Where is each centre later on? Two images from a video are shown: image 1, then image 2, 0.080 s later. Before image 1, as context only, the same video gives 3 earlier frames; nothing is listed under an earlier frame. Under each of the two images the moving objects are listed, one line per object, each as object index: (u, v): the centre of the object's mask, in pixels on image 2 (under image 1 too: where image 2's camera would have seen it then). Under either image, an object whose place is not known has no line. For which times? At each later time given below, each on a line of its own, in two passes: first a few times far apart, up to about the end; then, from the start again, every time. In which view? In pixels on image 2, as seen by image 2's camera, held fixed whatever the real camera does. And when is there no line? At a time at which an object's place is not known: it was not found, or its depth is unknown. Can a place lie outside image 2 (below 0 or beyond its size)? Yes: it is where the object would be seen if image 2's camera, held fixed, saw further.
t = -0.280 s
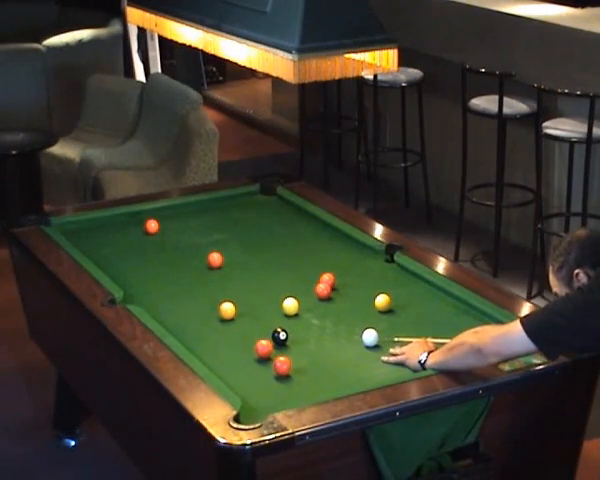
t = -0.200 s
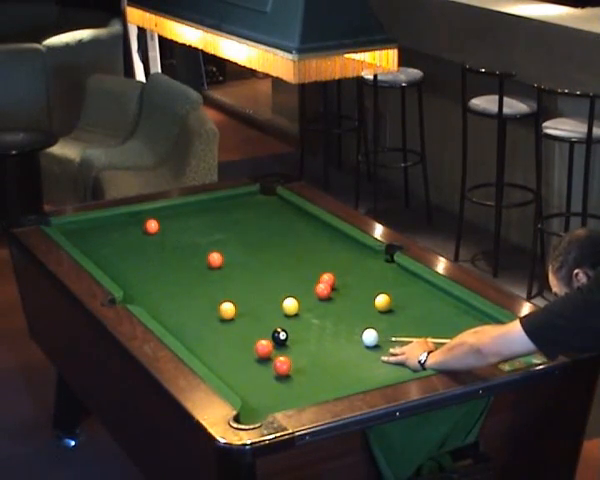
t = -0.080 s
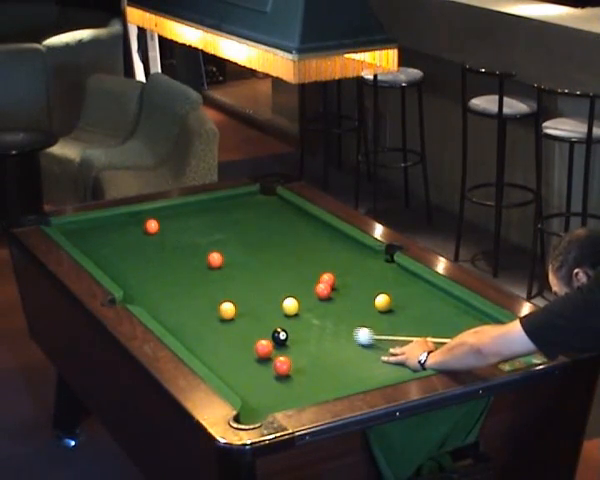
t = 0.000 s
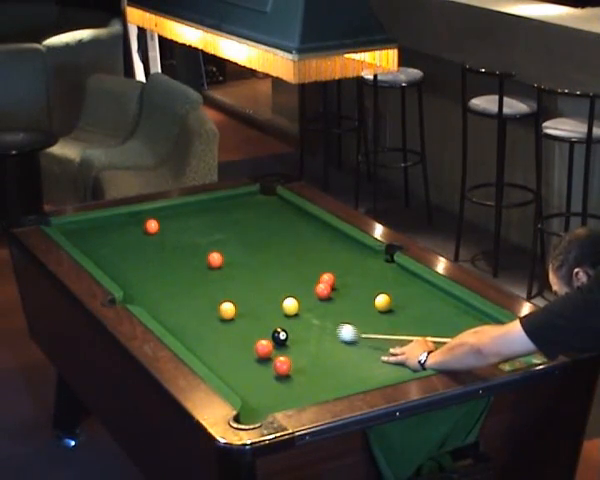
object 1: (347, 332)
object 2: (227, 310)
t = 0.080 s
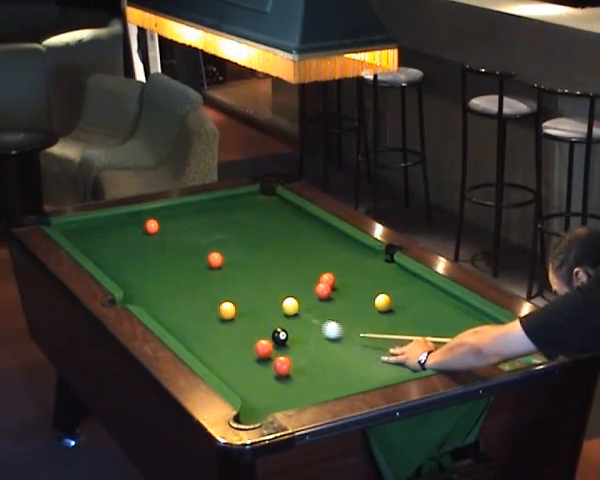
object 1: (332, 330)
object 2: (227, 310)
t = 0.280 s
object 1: (295, 322)
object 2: (227, 310)
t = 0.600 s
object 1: (243, 312)
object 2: (226, 310)
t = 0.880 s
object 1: (240, 306)
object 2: (200, 308)
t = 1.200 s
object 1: (236, 302)
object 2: (174, 307)
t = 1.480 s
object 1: (235, 299)
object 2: (155, 305)
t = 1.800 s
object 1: (233, 297)
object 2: (137, 302)
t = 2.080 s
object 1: (232, 297)
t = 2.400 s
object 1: (232, 297)
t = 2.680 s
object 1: (232, 297)
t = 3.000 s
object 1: (232, 297)
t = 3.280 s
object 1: (232, 297)
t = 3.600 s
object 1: (232, 297)
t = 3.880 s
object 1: (232, 297)
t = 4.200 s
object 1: (232, 297)
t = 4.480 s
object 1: (232, 297)
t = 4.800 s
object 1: (232, 297)
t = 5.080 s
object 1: (232, 297)
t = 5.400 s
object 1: (232, 297)
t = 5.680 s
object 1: (232, 297)
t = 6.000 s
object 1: (232, 297)
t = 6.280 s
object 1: (232, 297)
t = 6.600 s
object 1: (232, 297)
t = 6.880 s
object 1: (232, 297)
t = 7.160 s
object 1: (232, 297)
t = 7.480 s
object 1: (232, 297)
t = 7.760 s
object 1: (232, 297)
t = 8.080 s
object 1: (232, 297)
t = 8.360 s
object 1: (232, 297)
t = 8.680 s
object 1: (232, 297)
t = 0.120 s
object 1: (324, 328)
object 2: (227, 310)
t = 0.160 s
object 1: (317, 327)
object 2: (227, 310)
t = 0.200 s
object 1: (310, 325)
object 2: (227, 310)
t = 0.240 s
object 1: (302, 324)
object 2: (227, 310)
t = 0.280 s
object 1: (295, 322)
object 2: (227, 310)
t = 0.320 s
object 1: (288, 321)
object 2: (227, 310)
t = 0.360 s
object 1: (281, 319)
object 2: (227, 310)
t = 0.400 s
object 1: (274, 318)
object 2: (226, 310)
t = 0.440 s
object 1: (267, 317)
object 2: (227, 310)
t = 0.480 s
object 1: (261, 315)
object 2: (227, 310)
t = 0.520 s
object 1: (254, 314)
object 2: (227, 310)
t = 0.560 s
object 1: (248, 313)
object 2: (227, 310)
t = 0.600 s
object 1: (243, 312)
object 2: (226, 310)
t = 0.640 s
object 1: (242, 311)
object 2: (222, 310)
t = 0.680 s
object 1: (242, 310)
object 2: (218, 310)
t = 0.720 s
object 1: (241, 309)
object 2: (214, 309)
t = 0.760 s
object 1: (241, 308)
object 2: (210, 309)
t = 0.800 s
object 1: (241, 308)
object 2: (207, 309)
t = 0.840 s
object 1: (240, 307)
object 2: (203, 309)
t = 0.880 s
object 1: (240, 306)
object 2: (200, 308)
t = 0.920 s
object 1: (239, 306)
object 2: (197, 308)
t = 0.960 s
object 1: (239, 305)
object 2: (193, 308)
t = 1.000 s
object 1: (238, 305)
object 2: (190, 308)
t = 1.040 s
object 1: (238, 304)
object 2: (186, 307)
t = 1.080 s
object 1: (237, 303)
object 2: (183, 307)
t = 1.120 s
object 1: (237, 303)
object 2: (180, 307)
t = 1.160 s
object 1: (237, 302)
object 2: (177, 307)
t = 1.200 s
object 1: (236, 302)
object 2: (174, 307)
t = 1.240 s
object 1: (236, 301)
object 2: (171, 307)
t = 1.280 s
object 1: (236, 301)
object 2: (168, 306)
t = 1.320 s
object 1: (235, 300)
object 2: (166, 306)
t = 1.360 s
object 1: (235, 300)
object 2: (163, 306)
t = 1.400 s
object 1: (235, 300)
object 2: (160, 306)
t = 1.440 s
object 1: (235, 299)
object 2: (158, 306)
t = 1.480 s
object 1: (235, 299)
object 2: (155, 305)
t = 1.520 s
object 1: (234, 299)
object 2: (153, 305)
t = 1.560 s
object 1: (234, 299)
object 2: (151, 305)
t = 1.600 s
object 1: (234, 298)
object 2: (148, 304)
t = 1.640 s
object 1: (234, 298)
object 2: (146, 304)
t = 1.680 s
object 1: (234, 298)
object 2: (144, 303)
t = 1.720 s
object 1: (233, 298)
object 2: (142, 303)
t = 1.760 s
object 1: (233, 298)
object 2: (139, 303)
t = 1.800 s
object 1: (233, 297)
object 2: (137, 302)
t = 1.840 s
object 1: (233, 297)
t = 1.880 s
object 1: (233, 297)
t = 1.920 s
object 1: (233, 297)
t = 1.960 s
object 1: (233, 297)
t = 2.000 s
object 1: (233, 297)
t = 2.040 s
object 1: (232, 297)
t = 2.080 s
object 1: (232, 297)
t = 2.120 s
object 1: (232, 297)
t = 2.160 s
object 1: (232, 297)
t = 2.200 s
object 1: (232, 297)
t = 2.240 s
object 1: (232, 297)
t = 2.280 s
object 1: (232, 297)
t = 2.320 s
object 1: (232, 297)
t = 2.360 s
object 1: (232, 297)
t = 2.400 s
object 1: (232, 297)
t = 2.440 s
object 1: (232, 297)
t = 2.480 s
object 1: (232, 297)
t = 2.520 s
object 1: (232, 297)
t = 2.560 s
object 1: (232, 297)
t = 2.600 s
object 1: (232, 297)
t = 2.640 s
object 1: (232, 297)
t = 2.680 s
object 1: (232, 297)
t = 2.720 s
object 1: (232, 297)
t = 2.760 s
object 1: (232, 297)
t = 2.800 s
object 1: (232, 297)
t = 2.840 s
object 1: (232, 297)
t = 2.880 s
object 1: (232, 297)
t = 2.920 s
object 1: (232, 297)
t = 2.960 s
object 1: (232, 297)
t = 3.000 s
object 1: (232, 297)
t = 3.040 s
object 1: (232, 297)
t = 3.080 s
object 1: (232, 297)
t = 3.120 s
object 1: (232, 297)
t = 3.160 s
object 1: (232, 297)
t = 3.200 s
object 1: (232, 297)
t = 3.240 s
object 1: (232, 297)
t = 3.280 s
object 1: (232, 297)
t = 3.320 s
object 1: (232, 297)
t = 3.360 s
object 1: (232, 297)
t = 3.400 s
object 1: (232, 297)
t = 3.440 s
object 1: (232, 297)
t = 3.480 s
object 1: (232, 297)
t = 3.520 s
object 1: (232, 297)
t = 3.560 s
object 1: (232, 297)
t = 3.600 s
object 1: (232, 297)
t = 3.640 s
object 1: (232, 297)
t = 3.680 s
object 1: (232, 297)
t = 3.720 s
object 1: (232, 297)
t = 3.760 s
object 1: (232, 297)
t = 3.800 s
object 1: (232, 297)
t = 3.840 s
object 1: (232, 297)
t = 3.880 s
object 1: (232, 297)
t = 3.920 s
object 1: (232, 297)
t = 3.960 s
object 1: (232, 297)
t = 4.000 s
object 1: (232, 297)
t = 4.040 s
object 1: (232, 297)
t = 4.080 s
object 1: (232, 297)
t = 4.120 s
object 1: (232, 297)
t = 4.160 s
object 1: (232, 297)
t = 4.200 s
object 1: (232, 297)
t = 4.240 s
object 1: (232, 297)
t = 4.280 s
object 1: (232, 297)
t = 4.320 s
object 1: (232, 297)
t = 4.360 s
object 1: (232, 297)
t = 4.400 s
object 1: (232, 297)
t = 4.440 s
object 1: (232, 297)
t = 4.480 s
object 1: (232, 297)
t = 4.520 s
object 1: (232, 297)
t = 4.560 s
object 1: (232, 297)
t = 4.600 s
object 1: (232, 297)
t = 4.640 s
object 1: (232, 297)
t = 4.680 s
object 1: (232, 297)
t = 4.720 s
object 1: (232, 297)
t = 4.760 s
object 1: (232, 297)
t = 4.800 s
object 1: (232, 297)
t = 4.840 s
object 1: (232, 297)
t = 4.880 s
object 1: (232, 297)
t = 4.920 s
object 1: (232, 297)
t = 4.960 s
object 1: (232, 297)
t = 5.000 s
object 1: (232, 297)
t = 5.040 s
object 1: (232, 297)
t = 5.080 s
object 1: (232, 297)
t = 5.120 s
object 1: (232, 297)
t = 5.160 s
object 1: (232, 297)
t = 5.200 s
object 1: (232, 297)
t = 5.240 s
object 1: (232, 297)
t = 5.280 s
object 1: (232, 297)
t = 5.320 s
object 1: (232, 297)
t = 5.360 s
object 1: (232, 297)
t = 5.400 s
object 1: (232, 297)
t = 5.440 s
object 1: (232, 297)
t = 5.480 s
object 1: (232, 297)
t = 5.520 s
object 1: (232, 297)
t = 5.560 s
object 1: (232, 297)
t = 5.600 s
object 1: (232, 297)
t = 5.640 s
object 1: (232, 297)
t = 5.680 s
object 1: (232, 297)
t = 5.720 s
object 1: (232, 297)
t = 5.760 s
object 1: (232, 297)
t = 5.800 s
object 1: (232, 297)
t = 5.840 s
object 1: (232, 297)
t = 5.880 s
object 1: (232, 297)
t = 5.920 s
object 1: (232, 297)
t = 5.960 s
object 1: (232, 297)
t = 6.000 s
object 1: (232, 297)
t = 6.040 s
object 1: (232, 297)
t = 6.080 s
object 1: (232, 297)
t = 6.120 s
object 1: (232, 297)
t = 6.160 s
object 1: (232, 297)
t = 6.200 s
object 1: (232, 297)
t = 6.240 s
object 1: (232, 297)
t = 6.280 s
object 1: (232, 297)
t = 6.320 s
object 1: (232, 297)
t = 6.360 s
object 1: (232, 297)
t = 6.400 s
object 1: (232, 297)
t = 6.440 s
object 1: (232, 297)
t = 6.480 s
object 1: (232, 297)
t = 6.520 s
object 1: (232, 297)
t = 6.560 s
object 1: (232, 297)
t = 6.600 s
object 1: (232, 297)
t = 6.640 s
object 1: (232, 297)
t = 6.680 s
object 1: (232, 297)
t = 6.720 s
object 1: (232, 297)
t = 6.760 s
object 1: (232, 297)
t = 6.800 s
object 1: (232, 297)
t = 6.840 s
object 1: (232, 297)
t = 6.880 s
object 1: (232, 297)
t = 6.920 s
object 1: (232, 297)
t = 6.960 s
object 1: (232, 297)
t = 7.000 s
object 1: (232, 297)
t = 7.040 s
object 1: (232, 297)
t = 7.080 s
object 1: (232, 297)
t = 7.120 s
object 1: (232, 297)
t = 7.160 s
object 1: (232, 297)
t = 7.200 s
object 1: (232, 297)
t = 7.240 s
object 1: (232, 297)
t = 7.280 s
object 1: (232, 297)
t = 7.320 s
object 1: (232, 297)
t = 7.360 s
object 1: (232, 297)
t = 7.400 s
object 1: (232, 297)
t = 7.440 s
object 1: (232, 297)
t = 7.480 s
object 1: (232, 297)
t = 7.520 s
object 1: (232, 297)
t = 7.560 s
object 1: (232, 297)
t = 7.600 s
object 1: (232, 297)
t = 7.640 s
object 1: (232, 297)
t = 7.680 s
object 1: (232, 297)
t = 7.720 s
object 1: (232, 297)
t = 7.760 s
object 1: (232, 297)
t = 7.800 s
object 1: (232, 297)
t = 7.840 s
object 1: (232, 297)
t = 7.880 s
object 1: (232, 297)
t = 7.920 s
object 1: (232, 297)
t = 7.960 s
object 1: (232, 297)
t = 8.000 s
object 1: (232, 297)
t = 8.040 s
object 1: (232, 297)
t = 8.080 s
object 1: (232, 297)
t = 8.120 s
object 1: (232, 297)
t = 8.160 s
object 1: (232, 297)
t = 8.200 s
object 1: (232, 297)
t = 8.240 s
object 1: (232, 297)
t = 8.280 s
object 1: (232, 297)
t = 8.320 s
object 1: (232, 297)
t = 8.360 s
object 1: (232, 297)
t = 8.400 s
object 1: (232, 297)
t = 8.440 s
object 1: (232, 297)
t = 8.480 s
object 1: (232, 297)
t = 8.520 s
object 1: (232, 297)
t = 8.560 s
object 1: (232, 297)
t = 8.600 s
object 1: (232, 297)
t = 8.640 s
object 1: (232, 297)
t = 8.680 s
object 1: (232, 297)
